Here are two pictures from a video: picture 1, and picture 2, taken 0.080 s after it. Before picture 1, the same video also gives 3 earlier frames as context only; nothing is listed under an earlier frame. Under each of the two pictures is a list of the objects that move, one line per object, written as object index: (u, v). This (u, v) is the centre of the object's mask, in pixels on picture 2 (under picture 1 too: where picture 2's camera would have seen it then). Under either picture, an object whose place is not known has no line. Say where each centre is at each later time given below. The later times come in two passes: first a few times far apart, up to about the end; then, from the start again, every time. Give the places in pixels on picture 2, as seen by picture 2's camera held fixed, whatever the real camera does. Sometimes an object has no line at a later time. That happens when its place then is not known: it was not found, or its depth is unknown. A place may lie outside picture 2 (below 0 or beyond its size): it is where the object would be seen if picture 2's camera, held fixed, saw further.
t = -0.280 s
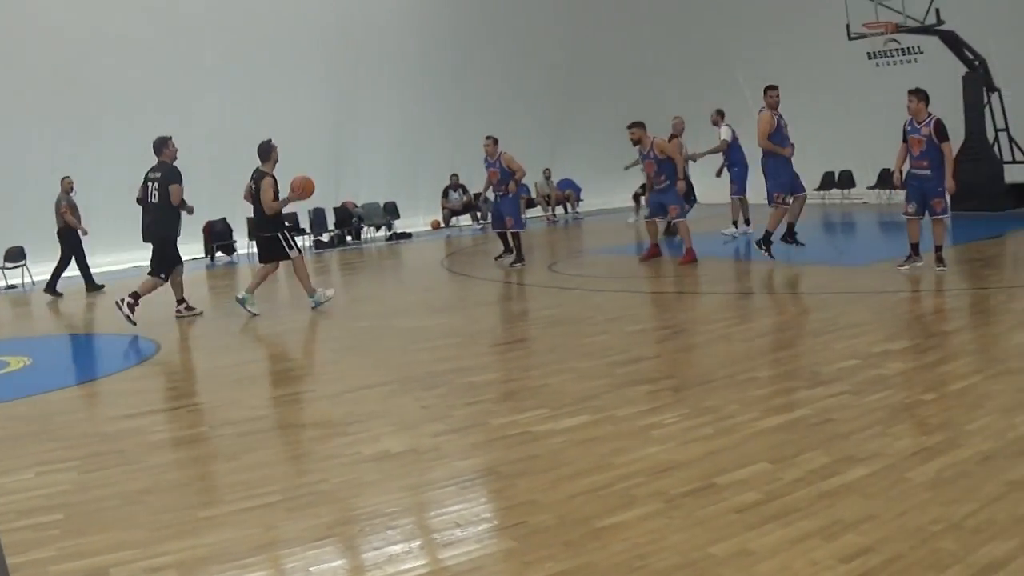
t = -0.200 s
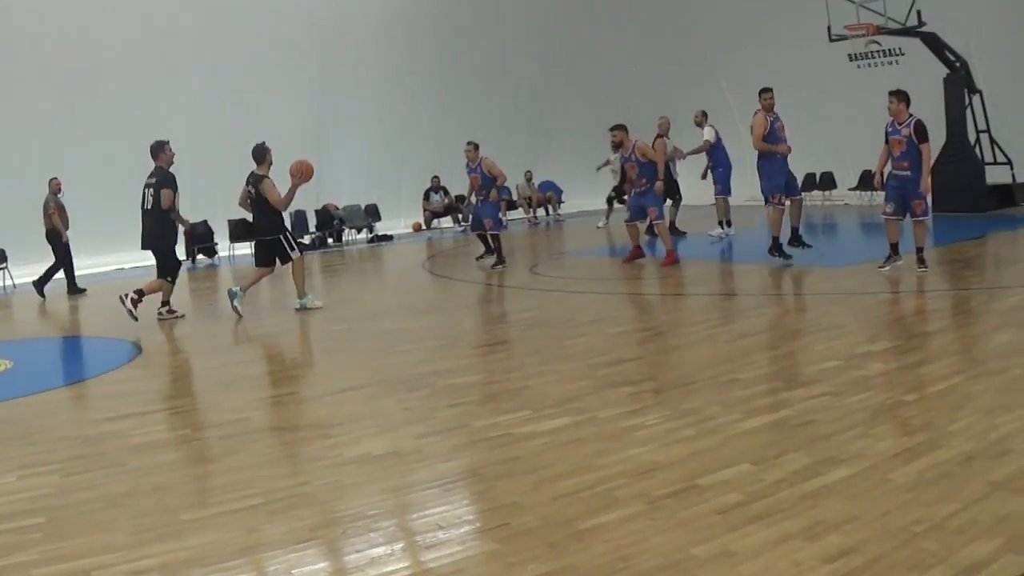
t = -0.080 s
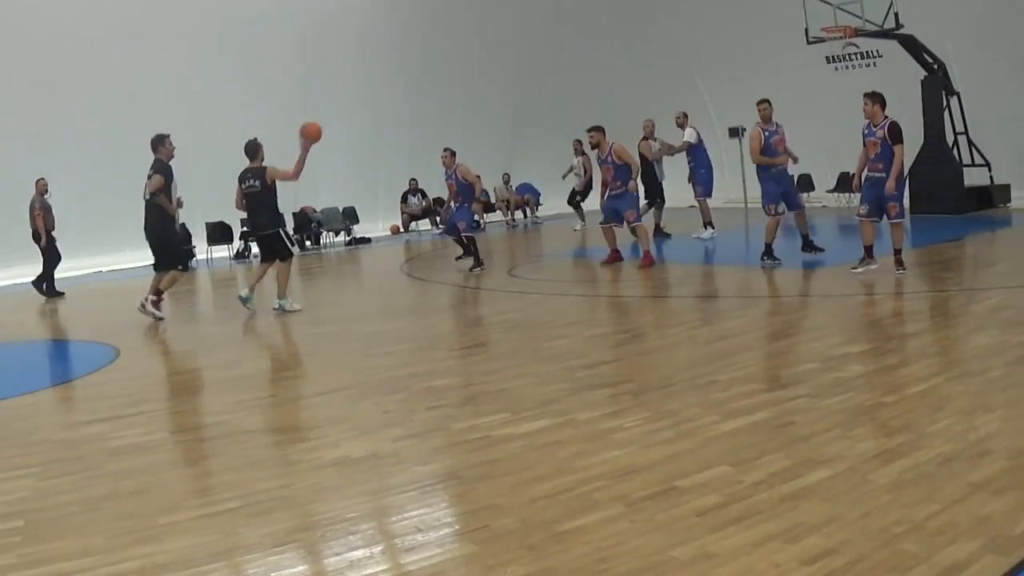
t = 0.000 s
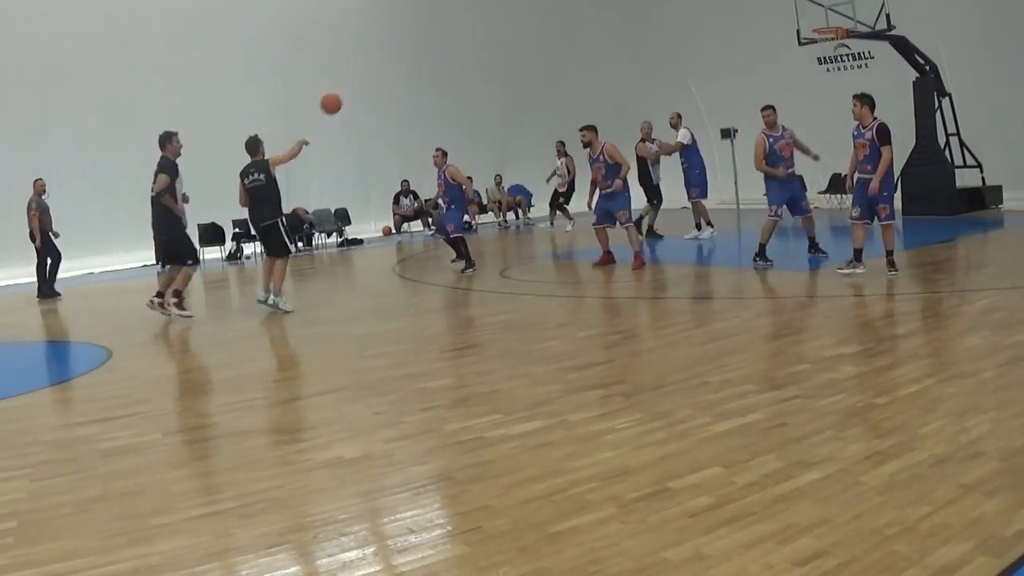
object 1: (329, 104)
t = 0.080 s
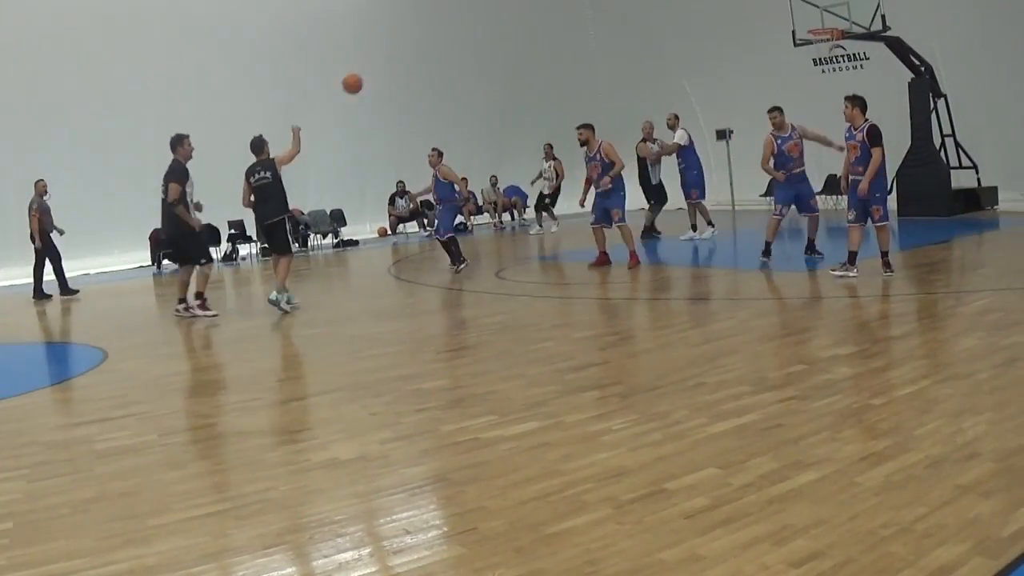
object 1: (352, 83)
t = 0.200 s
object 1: (386, 65)
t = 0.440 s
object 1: (446, 62)
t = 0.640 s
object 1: (492, 87)
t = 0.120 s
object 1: (363, 74)
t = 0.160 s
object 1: (375, 69)
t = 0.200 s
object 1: (386, 65)
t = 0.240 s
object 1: (397, 61)
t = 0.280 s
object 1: (407, 59)
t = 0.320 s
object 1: (417, 58)
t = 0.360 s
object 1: (427, 58)
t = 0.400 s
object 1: (437, 60)
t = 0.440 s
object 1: (446, 62)
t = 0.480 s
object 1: (456, 66)
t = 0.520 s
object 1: (465, 70)
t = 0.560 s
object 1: (474, 74)
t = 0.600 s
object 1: (482, 81)
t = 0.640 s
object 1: (492, 87)
